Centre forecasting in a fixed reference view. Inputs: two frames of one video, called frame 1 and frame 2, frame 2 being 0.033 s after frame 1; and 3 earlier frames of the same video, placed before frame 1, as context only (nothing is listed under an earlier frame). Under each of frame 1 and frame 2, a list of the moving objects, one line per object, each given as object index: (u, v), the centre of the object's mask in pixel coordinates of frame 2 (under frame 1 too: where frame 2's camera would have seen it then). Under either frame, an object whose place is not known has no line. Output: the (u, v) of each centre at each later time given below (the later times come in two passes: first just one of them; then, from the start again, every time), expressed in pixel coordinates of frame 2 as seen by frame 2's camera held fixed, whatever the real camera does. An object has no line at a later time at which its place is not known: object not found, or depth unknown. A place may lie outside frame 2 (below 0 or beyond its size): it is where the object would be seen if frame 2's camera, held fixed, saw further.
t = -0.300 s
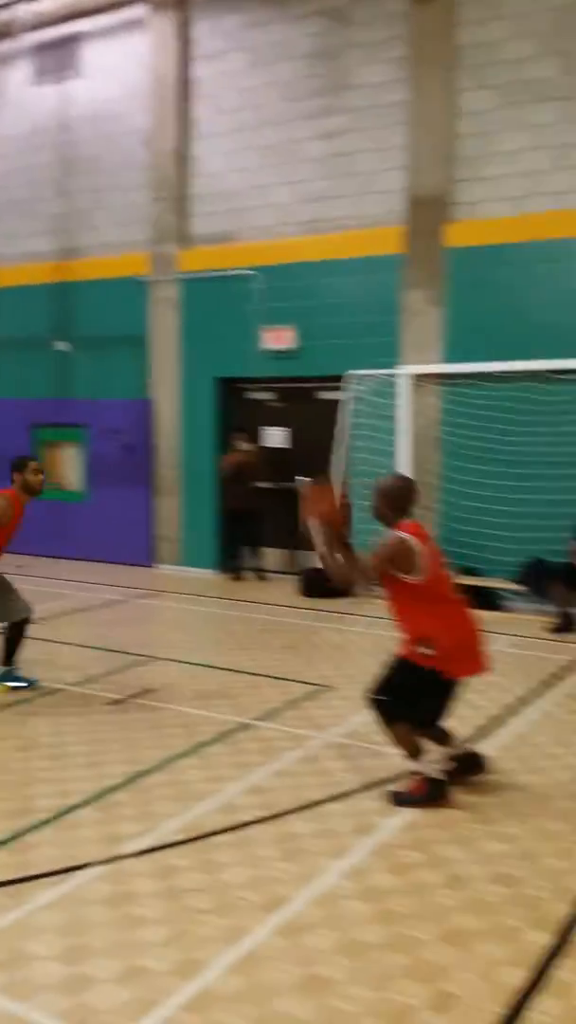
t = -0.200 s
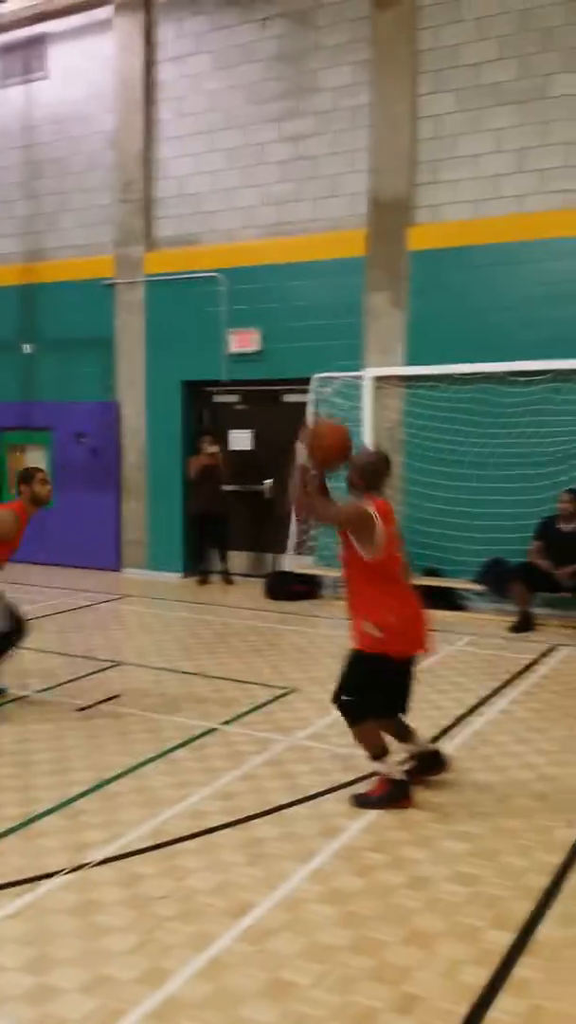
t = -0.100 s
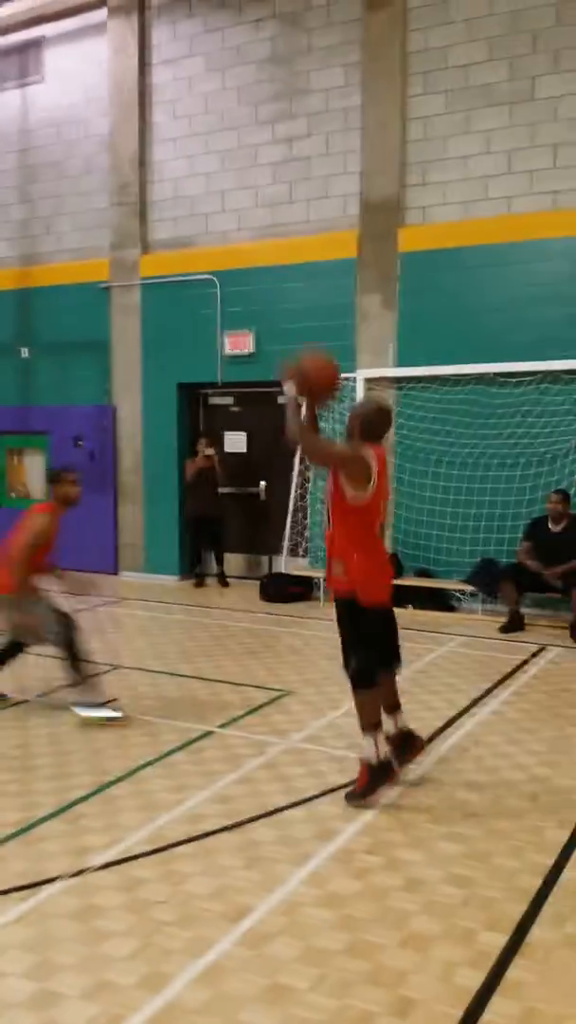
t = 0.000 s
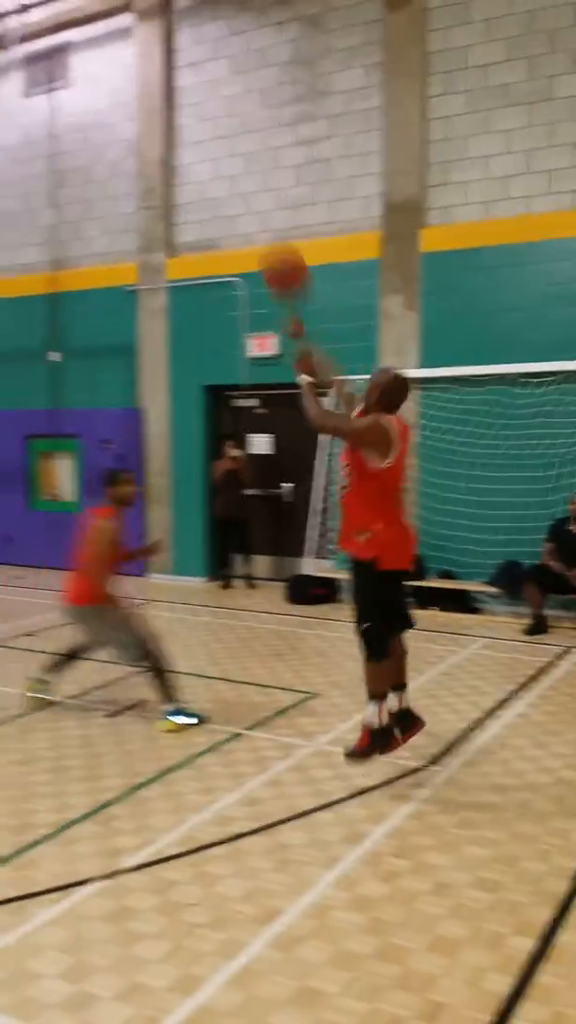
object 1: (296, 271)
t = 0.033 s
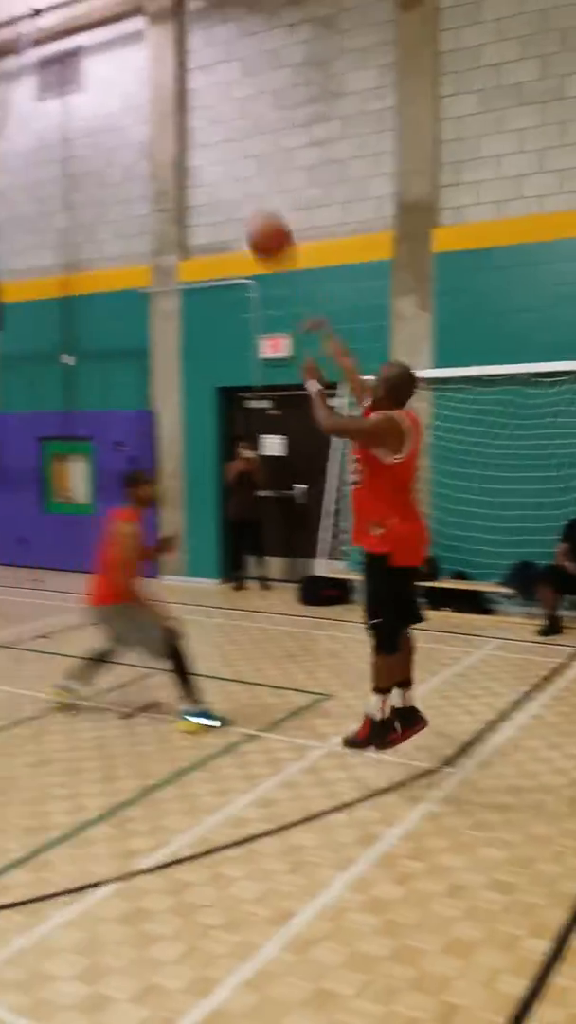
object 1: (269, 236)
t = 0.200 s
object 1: (166, 133)
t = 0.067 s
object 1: (245, 211)
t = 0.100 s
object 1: (223, 186)
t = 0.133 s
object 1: (203, 166)
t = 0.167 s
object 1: (184, 149)
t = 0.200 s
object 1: (166, 133)
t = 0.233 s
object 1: (149, 122)
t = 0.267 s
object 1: (132, 113)
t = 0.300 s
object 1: (117, 106)
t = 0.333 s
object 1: (103, 100)
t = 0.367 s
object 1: (88, 96)
